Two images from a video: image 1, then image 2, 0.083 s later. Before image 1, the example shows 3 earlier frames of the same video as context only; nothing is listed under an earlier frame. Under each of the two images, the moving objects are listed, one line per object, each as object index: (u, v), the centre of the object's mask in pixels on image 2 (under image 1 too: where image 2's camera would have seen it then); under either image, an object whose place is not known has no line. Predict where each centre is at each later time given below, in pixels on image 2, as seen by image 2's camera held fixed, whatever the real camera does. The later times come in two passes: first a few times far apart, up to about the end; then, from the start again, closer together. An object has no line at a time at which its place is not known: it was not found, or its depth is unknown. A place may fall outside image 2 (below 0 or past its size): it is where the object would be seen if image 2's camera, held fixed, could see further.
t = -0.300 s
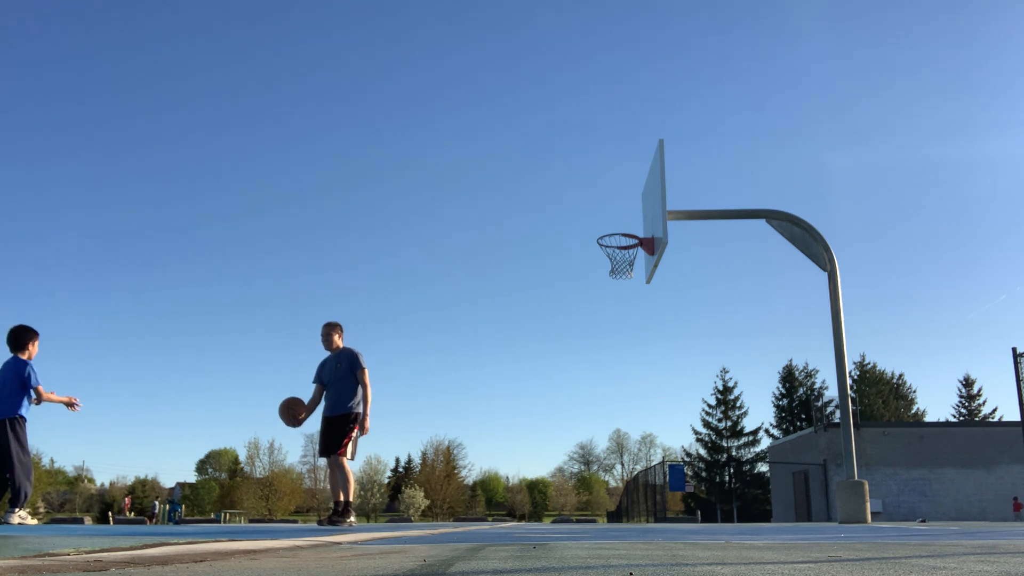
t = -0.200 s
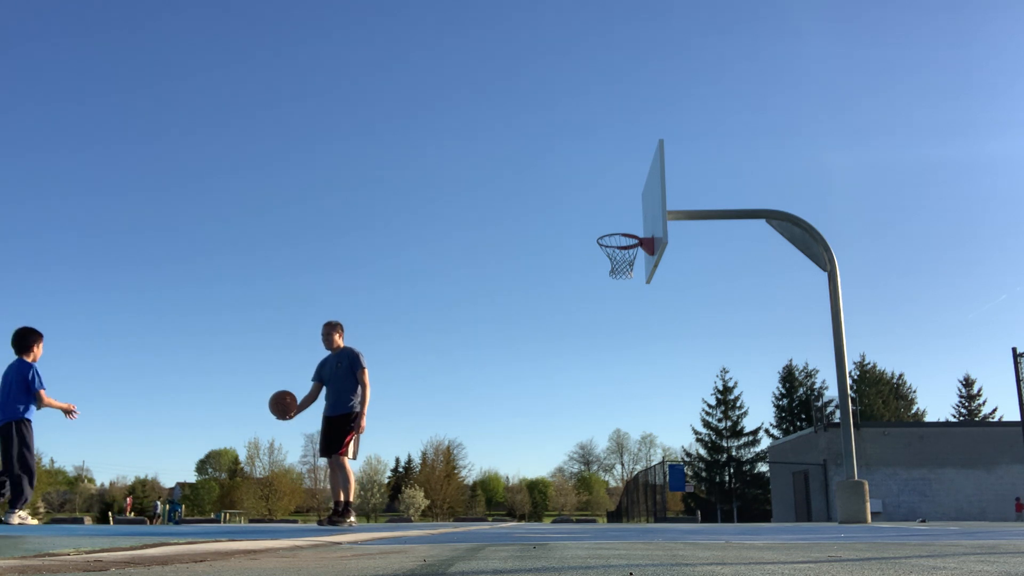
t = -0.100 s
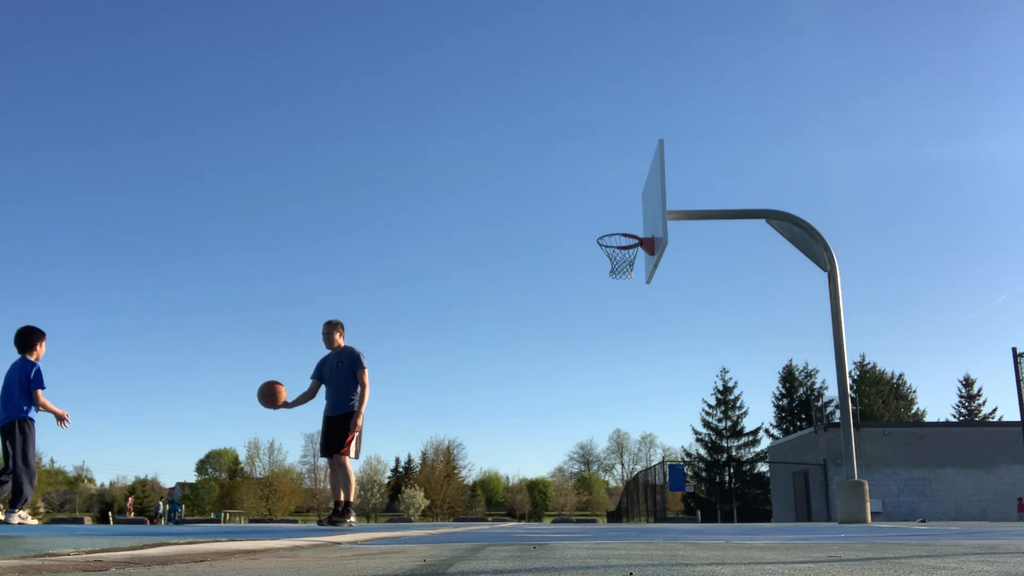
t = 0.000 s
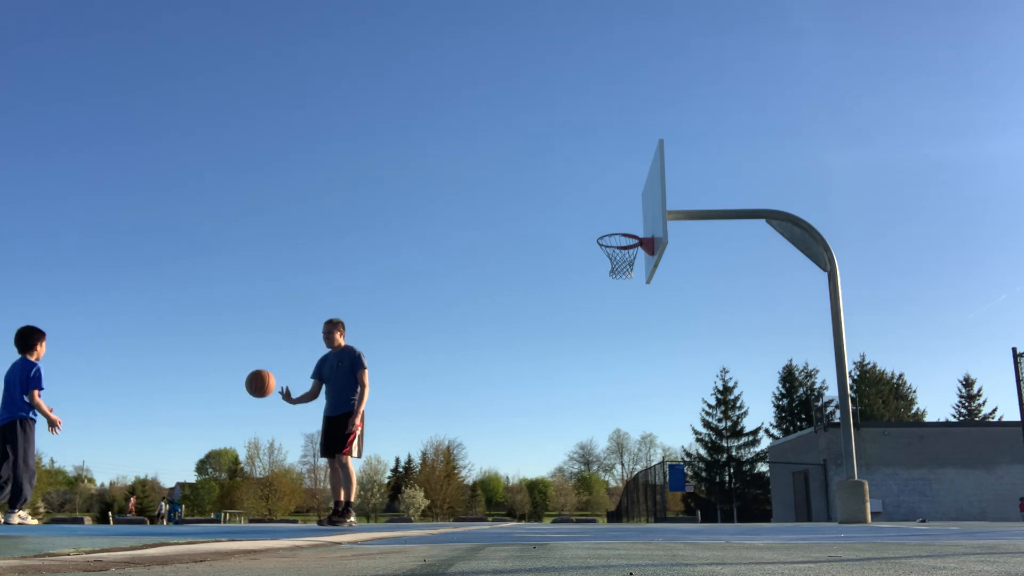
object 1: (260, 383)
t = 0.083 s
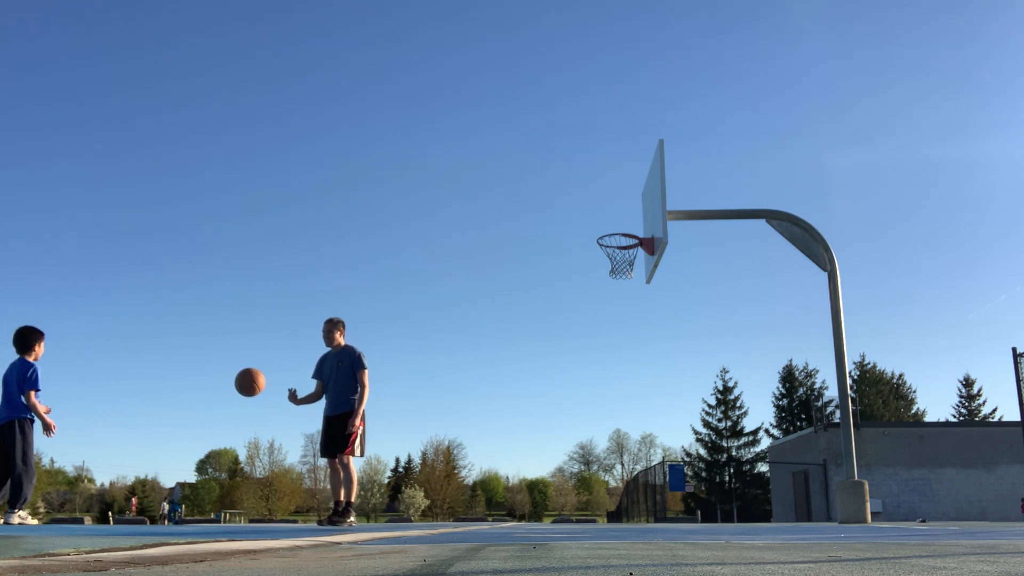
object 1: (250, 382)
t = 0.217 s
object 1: (231, 397)
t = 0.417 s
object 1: (199, 462)
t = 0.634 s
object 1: (168, 463)
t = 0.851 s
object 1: (137, 422)
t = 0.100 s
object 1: (248, 383)
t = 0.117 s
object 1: (245, 384)
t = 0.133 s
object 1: (243, 385)
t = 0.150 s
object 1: (241, 387)
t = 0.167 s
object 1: (239, 389)
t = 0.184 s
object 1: (236, 391)
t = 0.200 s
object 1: (234, 394)
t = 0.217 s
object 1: (231, 397)
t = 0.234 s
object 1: (229, 400)
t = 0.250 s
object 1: (227, 404)
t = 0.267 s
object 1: (224, 408)
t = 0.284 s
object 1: (221, 413)
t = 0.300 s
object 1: (219, 418)
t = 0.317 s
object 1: (216, 423)
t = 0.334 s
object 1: (213, 428)
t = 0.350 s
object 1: (211, 434)
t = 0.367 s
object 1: (208, 441)
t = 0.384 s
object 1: (205, 448)
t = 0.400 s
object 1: (202, 455)
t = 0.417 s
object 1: (199, 462)
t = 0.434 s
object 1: (196, 471)
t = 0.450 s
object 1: (193, 479)
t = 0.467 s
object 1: (190, 488)
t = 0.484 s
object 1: (187, 497)
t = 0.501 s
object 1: (185, 507)
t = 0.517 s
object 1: (183, 510)
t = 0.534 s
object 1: (180, 502)
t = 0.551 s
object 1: (178, 495)
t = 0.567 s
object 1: (176, 488)
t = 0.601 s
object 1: (172, 475)
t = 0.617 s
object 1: (170, 469)
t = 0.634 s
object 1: (168, 463)
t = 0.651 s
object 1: (166, 458)
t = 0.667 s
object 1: (163, 453)
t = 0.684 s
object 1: (161, 448)
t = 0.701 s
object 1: (159, 444)
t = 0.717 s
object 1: (157, 440)
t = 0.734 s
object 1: (154, 437)
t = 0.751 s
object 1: (152, 434)
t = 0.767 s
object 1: (150, 431)
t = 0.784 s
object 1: (147, 428)
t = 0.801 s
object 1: (145, 426)
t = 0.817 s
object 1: (142, 425)
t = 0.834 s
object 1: (140, 423)
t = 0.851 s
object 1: (137, 422)
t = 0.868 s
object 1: (134, 422)
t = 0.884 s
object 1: (131, 422)
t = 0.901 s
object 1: (129, 422)
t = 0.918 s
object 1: (126, 422)
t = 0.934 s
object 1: (123, 423)
